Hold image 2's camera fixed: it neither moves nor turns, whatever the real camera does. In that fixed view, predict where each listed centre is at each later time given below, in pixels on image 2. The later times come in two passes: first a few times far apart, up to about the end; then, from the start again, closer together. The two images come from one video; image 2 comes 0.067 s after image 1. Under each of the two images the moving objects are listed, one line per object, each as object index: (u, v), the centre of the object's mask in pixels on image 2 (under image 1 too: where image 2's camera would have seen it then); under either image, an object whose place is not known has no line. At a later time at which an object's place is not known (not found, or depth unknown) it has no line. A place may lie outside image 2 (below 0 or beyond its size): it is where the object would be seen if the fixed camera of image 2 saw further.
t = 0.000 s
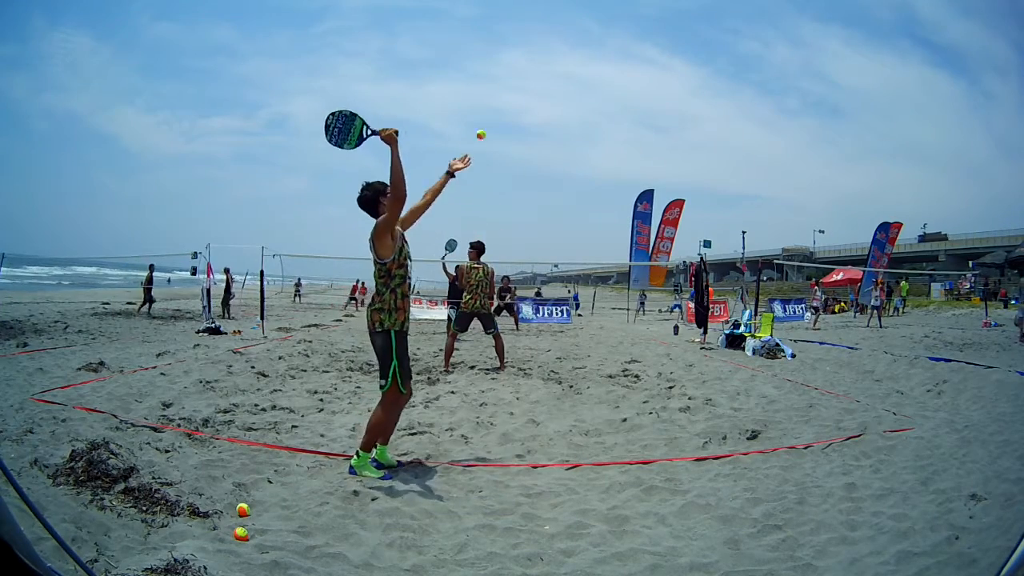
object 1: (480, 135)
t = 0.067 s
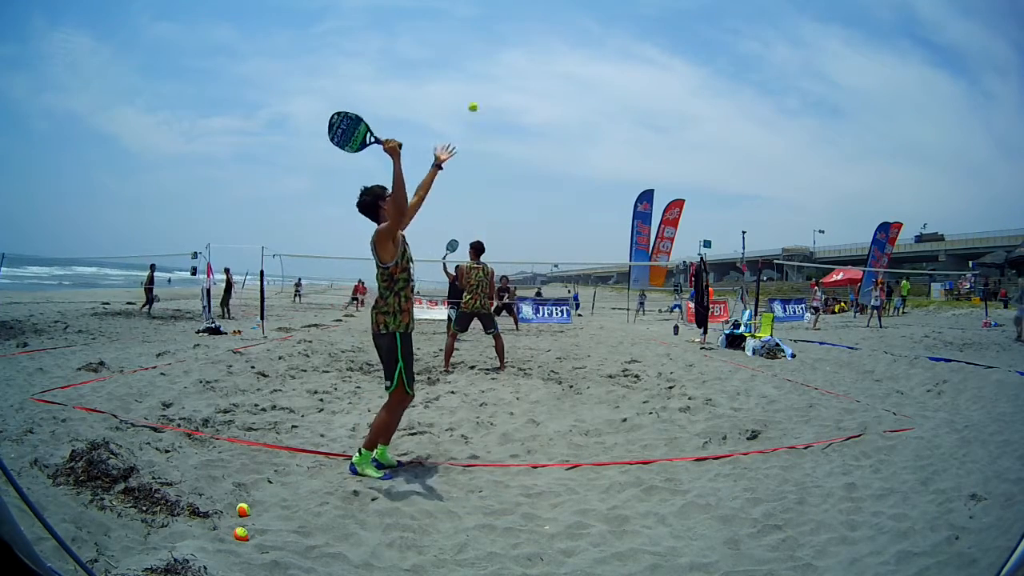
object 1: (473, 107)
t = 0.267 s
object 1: (448, 63)
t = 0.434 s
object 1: (425, 66)
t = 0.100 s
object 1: (469, 96)
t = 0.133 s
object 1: (465, 86)
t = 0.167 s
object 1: (461, 78)
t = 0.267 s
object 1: (448, 63)
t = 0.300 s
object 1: (444, 61)
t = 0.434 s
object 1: (425, 66)
